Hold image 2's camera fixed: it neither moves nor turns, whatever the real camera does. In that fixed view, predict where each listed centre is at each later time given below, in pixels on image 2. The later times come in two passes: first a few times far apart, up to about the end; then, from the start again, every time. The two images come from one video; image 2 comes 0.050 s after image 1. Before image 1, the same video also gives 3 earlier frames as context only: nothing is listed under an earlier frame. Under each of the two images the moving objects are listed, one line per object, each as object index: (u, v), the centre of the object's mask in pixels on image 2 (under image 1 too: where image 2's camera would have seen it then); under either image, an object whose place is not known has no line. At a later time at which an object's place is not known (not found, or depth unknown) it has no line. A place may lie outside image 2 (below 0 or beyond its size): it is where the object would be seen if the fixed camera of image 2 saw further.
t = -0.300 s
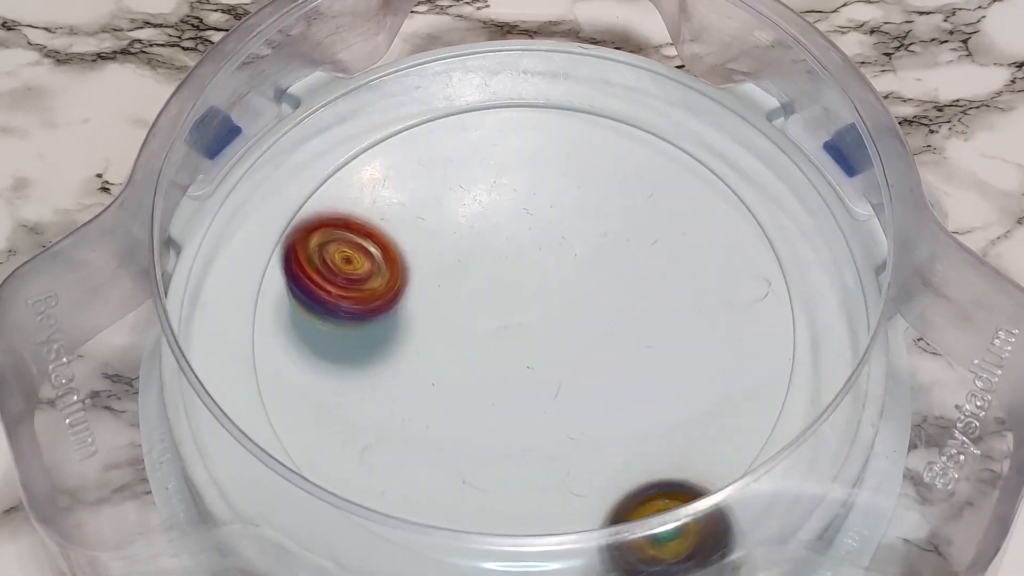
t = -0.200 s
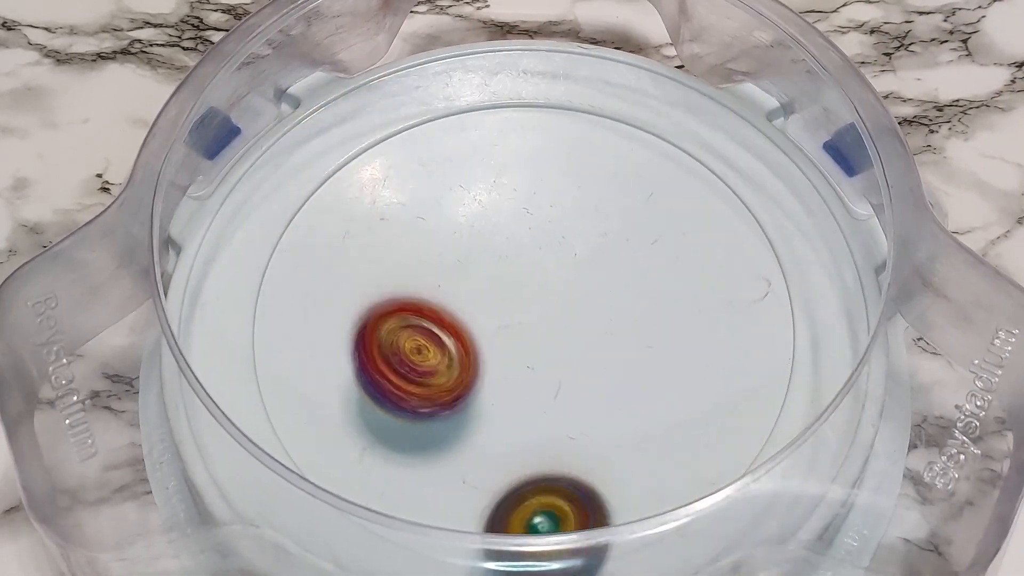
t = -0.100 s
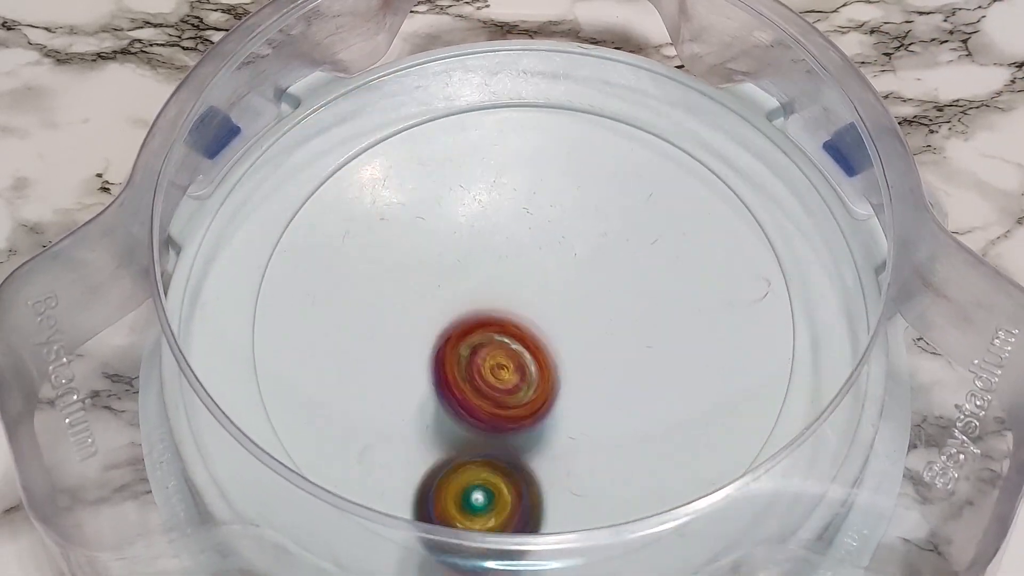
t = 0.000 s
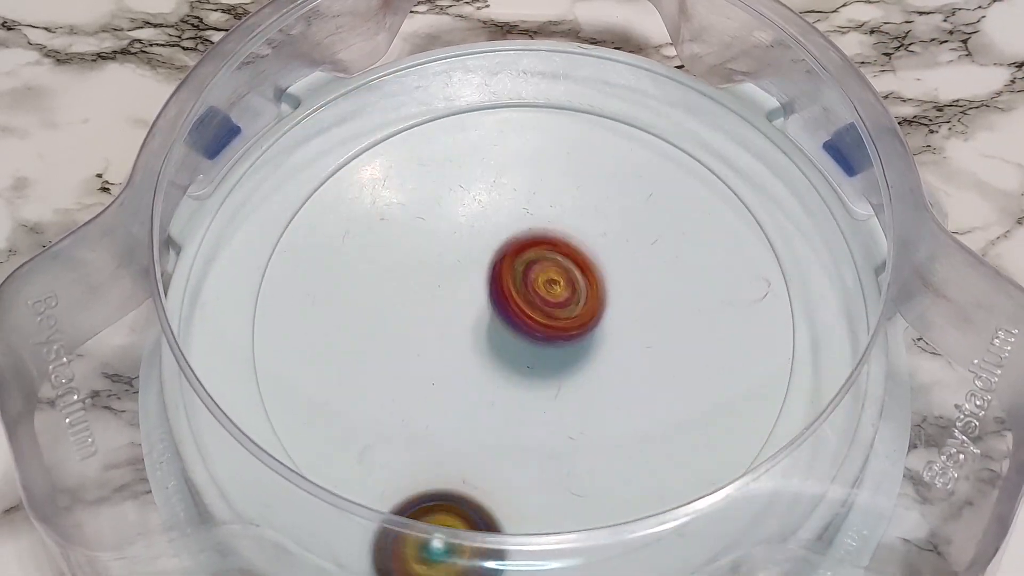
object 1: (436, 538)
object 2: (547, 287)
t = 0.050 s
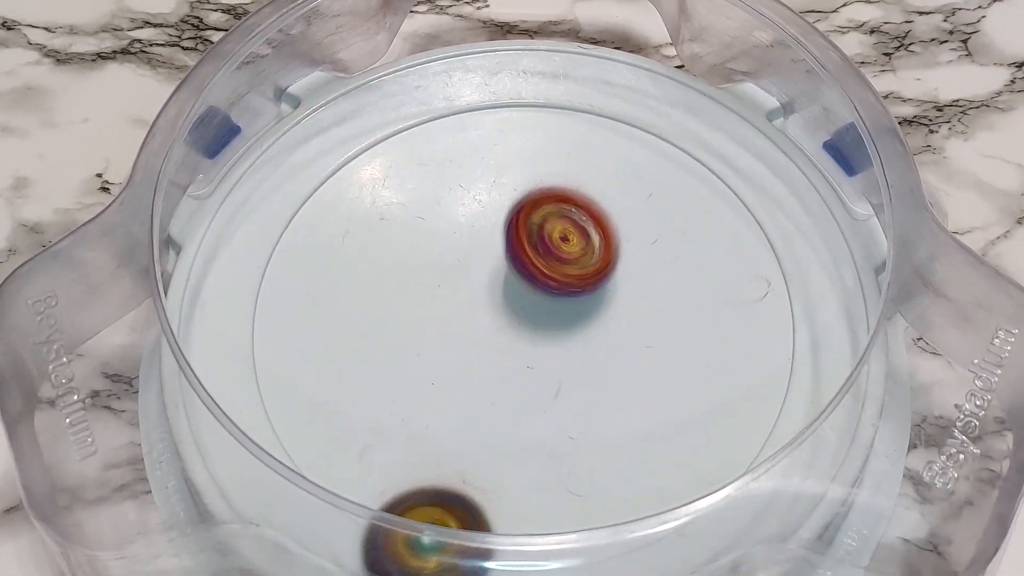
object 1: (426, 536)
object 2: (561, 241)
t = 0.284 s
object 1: (401, 382)
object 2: (549, 104)
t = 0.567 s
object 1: (492, 352)
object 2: (557, 107)
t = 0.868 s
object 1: (431, 399)
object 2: (540, 312)
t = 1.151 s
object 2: (602, 321)
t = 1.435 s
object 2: (625, 156)
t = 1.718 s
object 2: (525, 114)
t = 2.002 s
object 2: (455, 238)
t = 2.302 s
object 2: (619, 241)
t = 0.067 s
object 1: (421, 536)
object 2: (564, 227)
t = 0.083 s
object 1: (419, 528)
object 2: (567, 213)
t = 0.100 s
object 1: (416, 522)
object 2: (568, 199)
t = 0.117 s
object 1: (412, 517)
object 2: (569, 185)
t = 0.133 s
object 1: (410, 508)
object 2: (569, 173)
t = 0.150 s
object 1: (407, 497)
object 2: (569, 160)
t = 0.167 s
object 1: (409, 477)
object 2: (568, 150)
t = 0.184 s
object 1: (404, 469)
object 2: (566, 140)
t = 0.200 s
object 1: (402, 460)
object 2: (564, 131)
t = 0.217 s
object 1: (399, 449)
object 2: (562, 123)
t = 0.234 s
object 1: (398, 432)
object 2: (559, 117)
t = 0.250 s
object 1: (399, 416)
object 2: (556, 112)
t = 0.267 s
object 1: (400, 399)
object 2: (552, 107)
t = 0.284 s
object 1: (401, 382)
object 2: (549, 104)
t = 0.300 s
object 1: (405, 364)
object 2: (545, 102)
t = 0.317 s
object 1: (410, 344)
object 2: (541, 101)
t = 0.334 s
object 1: (417, 326)
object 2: (537, 102)
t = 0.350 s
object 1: (425, 308)
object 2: (533, 104)
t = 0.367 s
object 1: (436, 291)
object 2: (529, 106)
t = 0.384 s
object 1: (446, 275)
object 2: (525, 110)
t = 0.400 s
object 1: (458, 259)
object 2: (521, 115)
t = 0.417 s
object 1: (471, 244)
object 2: (517, 122)
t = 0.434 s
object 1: (485, 231)
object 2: (513, 129)
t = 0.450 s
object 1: (488, 244)
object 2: (516, 122)
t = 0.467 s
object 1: (488, 265)
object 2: (523, 108)
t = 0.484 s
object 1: (488, 282)
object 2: (528, 95)
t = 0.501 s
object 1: (490, 297)
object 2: (534, 86)
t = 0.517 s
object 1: (491, 312)
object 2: (541, 86)
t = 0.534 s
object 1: (491, 325)
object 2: (546, 90)
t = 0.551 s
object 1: (492, 338)
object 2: (552, 97)
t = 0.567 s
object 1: (492, 352)
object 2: (557, 107)
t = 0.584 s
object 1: (491, 362)
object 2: (560, 113)
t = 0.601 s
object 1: (489, 372)
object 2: (564, 122)
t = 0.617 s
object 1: (486, 381)
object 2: (566, 132)
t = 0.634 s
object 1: (483, 389)
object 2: (568, 143)
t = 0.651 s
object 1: (479, 396)
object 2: (568, 154)
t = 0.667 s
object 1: (476, 401)
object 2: (568, 166)
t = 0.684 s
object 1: (472, 406)
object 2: (567, 179)
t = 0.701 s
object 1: (468, 410)
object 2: (565, 191)
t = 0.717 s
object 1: (464, 412)
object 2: (563, 204)
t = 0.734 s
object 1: (460, 414)
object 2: (559, 216)
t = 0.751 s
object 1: (456, 415)
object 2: (556, 229)
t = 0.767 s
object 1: (452, 414)
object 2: (553, 241)
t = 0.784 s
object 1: (448, 413)
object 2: (550, 253)
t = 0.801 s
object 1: (445, 412)
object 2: (547, 265)
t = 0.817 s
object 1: (441, 410)
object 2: (545, 277)
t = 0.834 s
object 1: (438, 407)
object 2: (543, 289)
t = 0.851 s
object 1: (434, 403)
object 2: (542, 301)
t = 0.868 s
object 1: (431, 399)
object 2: (540, 312)
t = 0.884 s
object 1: (428, 394)
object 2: (539, 323)
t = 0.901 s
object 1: (426, 389)
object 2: (538, 333)
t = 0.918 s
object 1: (422, 384)
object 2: (539, 342)
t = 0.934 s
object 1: (411, 383)
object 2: (544, 344)
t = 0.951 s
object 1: (402, 383)
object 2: (549, 347)
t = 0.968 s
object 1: (394, 380)
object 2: (554, 349)
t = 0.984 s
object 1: (387, 377)
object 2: (559, 350)
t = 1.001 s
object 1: (381, 372)
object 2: (564, 350)
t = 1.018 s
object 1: (377, 368)
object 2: (569, 350)
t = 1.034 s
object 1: (374, 362)
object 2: (574, 348)
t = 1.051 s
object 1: (372, 356)
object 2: (579, 347)
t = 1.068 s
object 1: (372, 350)
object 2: (584, 344)
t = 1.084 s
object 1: (373, 344)
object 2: (588, 341)
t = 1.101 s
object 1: (376, 337)
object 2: (592, 337)
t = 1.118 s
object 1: (380, 330)
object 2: (596, 332)
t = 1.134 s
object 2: (599, 327)
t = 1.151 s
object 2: (602, 321)
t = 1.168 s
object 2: (604, 315)
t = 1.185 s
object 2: (605, 308)
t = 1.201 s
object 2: (607, 300)
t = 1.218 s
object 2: (608, 292)
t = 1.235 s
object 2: (607, 285)
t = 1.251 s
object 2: (607, 277)
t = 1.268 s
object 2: (606, 268)
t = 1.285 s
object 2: (605, 260)
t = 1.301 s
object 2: (603, 251)
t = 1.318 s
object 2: (605, 240)
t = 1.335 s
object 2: (610, 228)
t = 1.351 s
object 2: (614, 214)
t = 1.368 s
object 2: (617, 203)
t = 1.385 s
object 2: (621, 191)
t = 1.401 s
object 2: (623, 179)
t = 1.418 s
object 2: (624, 167)
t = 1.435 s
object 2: (625, 156)
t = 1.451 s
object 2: (624, 145)
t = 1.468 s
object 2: (623, 135)
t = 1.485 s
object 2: (621, 127)
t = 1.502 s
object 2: (619, 118)
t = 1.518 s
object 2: (616, 109)
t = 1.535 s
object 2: (611, 102)
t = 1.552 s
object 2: (606, 97)
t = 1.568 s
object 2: (600, 93)
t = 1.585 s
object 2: (593, 91)
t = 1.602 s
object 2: (586, 90)
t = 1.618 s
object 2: (577, 90)
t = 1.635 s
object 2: (568, 92)
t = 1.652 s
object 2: (559, 95)
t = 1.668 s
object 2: (550, 99)
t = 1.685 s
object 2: (542, 103)
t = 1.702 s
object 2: (533, 108)
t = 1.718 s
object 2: (525, 114)
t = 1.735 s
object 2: (517, 121)
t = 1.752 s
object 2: (509, 128)
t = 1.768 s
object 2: (502, 136)
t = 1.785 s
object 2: (496, 146)
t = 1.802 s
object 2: (489, 155)
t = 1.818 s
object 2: (483, 166)
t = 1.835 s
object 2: (479, 176)
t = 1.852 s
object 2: (475, 187)
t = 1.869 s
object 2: (471, 199)
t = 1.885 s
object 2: (468, 210)
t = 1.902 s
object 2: (465, 222)
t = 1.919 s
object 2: (464, 233)
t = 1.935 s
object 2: (461, 239)
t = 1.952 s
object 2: (458, 239)
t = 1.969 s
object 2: (456, 238)
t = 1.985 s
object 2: (454, 238)
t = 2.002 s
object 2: (455, 238)
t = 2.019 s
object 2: (457, 238)
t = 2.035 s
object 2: (459, 238)
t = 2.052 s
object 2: (462, 238)
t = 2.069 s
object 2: (468, 238)
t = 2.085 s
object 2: (474, 238)
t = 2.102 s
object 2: (481, 238)
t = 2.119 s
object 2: (488, 238)
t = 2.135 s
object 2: (497, 240)
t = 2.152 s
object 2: (508, 240)
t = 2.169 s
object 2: (518, 241)
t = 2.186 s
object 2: (528, 241)
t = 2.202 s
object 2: (541, 242)
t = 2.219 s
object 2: (553, 242)
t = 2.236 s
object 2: (566, 242)
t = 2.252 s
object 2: (578, 241)
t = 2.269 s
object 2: (591, 242)
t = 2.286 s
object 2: (605, 241)
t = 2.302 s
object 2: (619, 241)
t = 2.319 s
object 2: (631, 239)
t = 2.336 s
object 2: (644, 238)
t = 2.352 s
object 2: (657, 236)
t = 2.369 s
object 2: (669, 234)
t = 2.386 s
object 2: (679, 231)
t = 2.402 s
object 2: (690, 230)
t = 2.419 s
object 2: (700, 227)
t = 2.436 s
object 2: (710, 225)
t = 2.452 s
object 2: (717, 222)
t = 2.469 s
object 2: (724, 222)
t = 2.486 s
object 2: (731, 221)
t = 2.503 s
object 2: (736, 220)
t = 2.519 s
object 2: (739, 219)
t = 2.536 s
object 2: (743, 219)
